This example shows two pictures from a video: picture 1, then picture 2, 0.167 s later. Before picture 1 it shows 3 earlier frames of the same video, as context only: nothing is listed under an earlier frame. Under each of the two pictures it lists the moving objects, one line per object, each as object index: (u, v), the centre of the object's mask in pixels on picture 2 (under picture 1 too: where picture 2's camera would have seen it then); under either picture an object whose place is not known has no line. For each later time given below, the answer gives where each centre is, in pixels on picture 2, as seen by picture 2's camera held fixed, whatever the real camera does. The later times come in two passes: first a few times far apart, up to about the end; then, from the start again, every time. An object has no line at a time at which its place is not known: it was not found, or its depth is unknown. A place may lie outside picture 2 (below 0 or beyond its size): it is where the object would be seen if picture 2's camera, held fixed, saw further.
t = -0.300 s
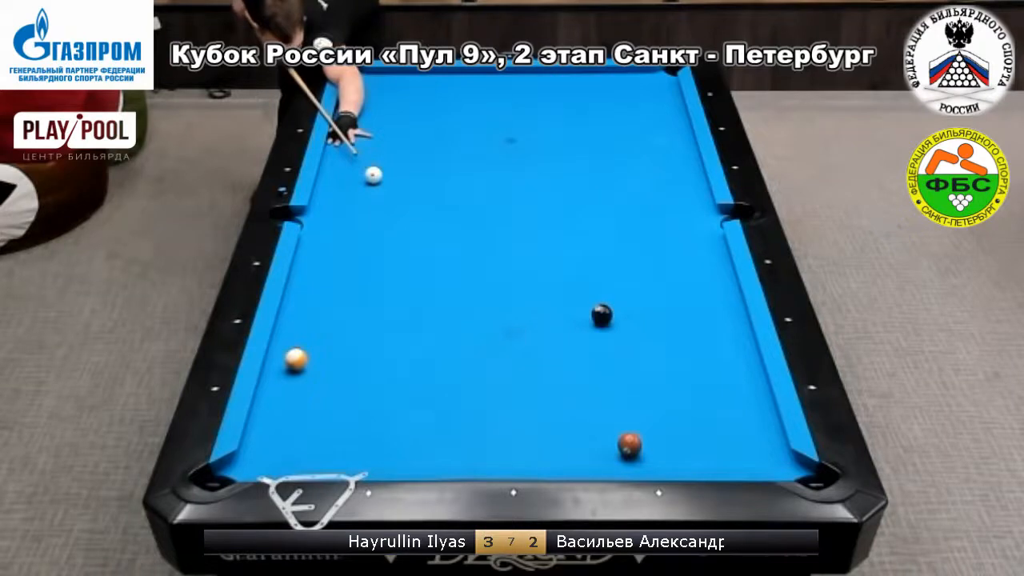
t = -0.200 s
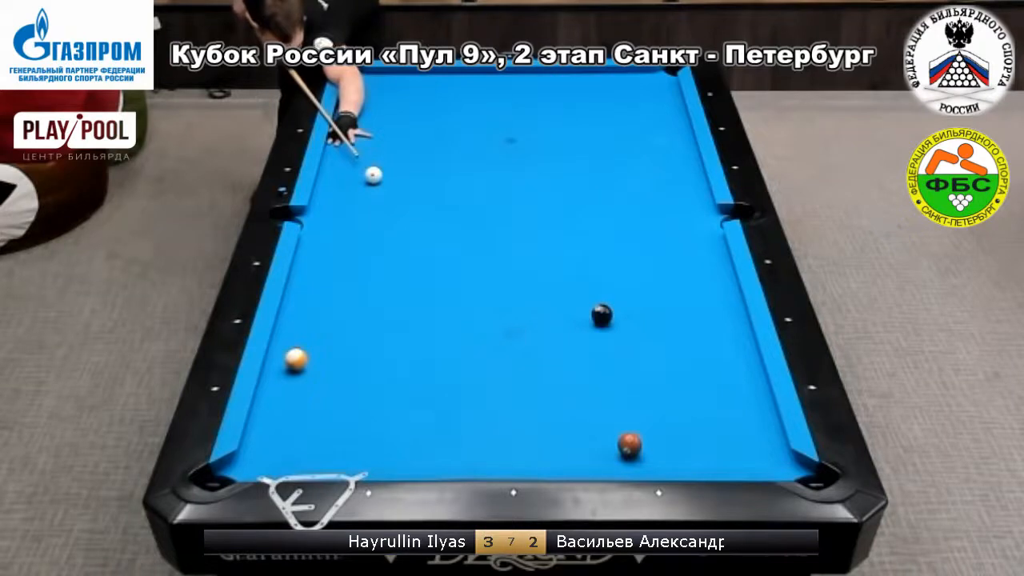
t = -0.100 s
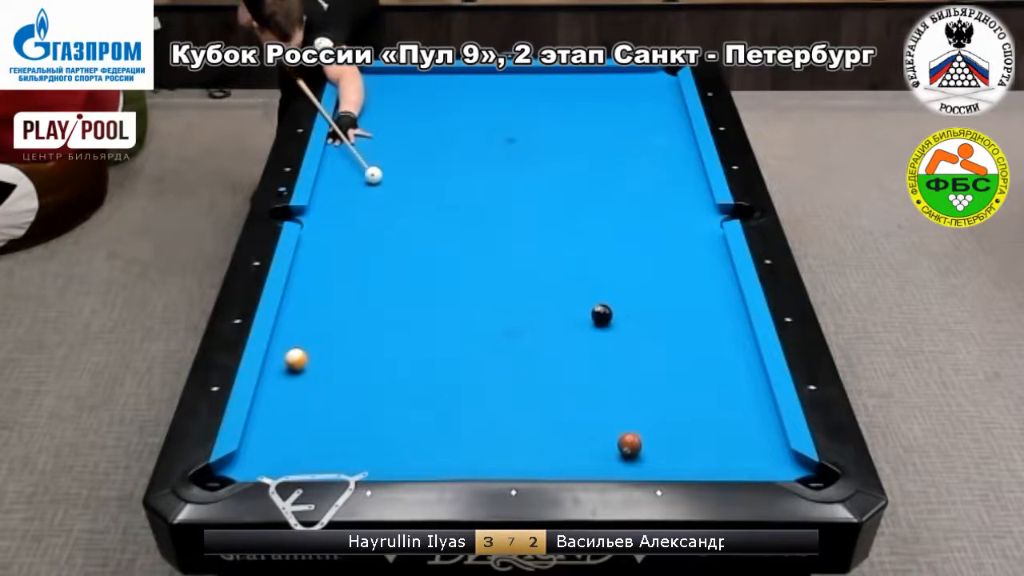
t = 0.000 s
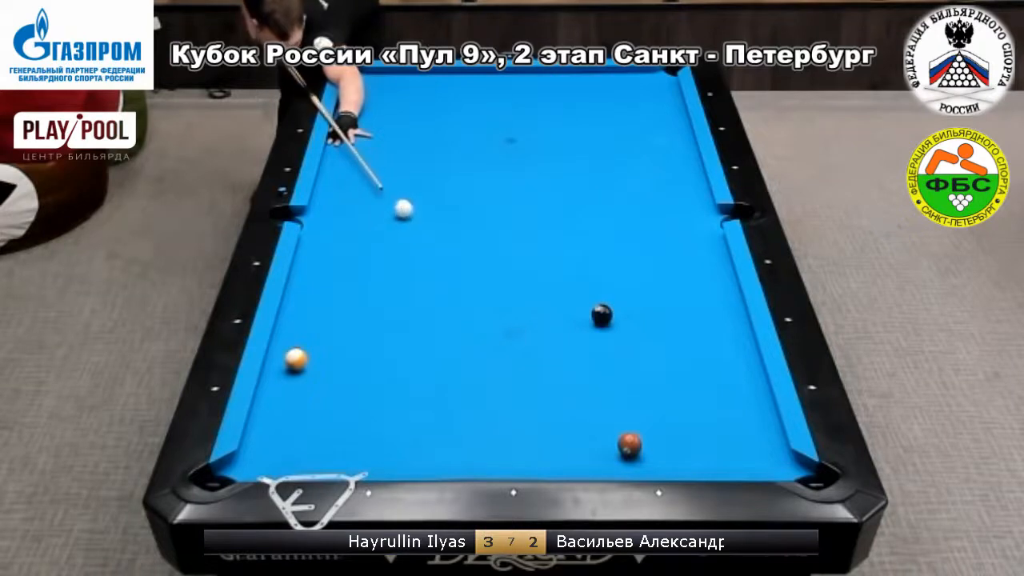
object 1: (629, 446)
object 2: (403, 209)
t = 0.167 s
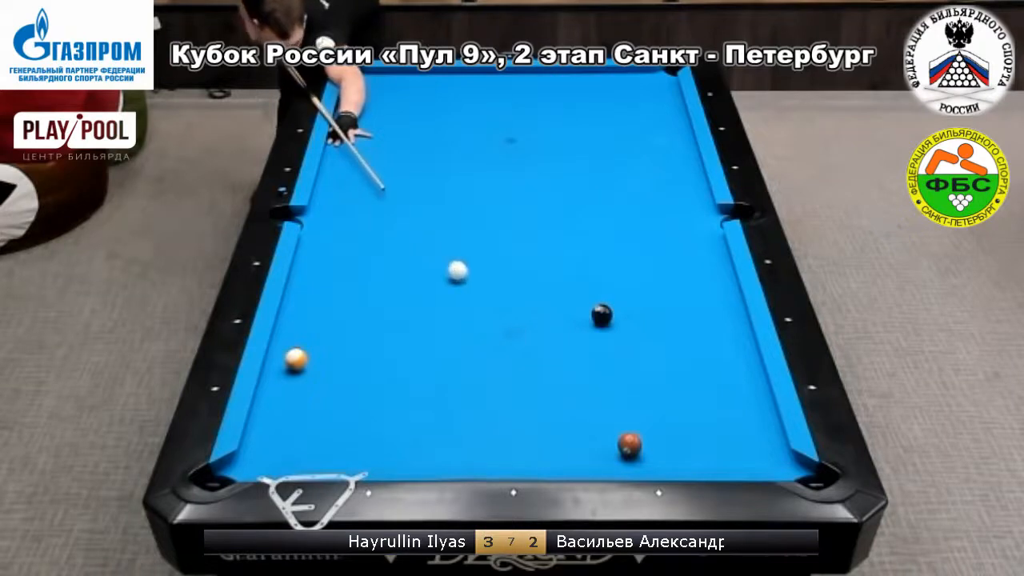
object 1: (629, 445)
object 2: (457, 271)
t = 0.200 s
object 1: (629, 445)
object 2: (468, 284)
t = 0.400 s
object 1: (629, 445)
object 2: (535, 362)
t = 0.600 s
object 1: (640, 446)
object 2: (604, 454)
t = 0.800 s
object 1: (710, 454)
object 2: (577, 410)
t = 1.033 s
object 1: (785, 462)
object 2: (558, 359)
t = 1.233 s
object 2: (543, 320)
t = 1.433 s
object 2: (530, 285)
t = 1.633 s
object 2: (518, 254)
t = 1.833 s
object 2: (507, 226)
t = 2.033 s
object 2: (498, 200)
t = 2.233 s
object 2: (489, 176)
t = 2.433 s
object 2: (480, 155)
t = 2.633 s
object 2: (473, 135)
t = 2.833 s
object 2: (466, 117)
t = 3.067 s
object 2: (459, 98)
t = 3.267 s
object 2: (452, 82)
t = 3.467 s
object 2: (447, 73)
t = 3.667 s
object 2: (442, 82)
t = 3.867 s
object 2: (437, 91)
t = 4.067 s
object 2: (432, 99)
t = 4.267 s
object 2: (427, 108)
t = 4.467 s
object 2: (423, 116)
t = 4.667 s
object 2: (418, 125)
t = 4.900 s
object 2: (412, 134)
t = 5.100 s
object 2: (407, 142)
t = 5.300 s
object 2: (403, 149)
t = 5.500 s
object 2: (399, 157)
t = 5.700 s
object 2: (395, 164)
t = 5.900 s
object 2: (391, 171)
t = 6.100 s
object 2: (388, 178)
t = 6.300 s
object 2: (384, 184)
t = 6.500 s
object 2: (382, 190)
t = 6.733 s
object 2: (378, 197)
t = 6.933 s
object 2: (375, 202)
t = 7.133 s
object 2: (373, 207)
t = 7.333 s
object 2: (370, 211)
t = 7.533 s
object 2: (369, 215)
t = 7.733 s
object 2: (367, 219)
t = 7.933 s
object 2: (365, 222)
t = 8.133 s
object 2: (365, 224)
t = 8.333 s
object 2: (363, 226)
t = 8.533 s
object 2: (362, 228)
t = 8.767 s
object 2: (361, 230)
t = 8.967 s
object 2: (361, 230)
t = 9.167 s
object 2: (361, 230)
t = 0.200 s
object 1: (629, 445)
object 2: (468, 284)
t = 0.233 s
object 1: (629, 446)
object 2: (479, 296)
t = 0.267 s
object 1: (629, 446)
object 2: (489, 309)
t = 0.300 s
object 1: (629, 446)
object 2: (500, 321)
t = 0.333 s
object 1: (629, 446)
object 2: (512, 334)
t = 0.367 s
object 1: (629, 446)
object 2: (523, 348)
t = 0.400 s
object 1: (629, 445)
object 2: (535, 362)
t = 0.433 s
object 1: (629, 445)
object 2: (548, 376)
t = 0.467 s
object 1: (629, 445)
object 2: (561, 391)
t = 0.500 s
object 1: (629, 445)
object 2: (573, 406)
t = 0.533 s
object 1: (629, 446)
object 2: (587, 422)
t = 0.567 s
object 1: (629, 445)
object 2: (601, 439)
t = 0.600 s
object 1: (640, 446)
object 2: (604, 454)
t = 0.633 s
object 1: (654, 448)
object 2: (602, 458)
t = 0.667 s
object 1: (667, 450)
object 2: (596, 451)
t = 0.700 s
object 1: (678, 451)
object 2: (590, 439)
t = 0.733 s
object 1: (688, 452)
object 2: (585, 429)
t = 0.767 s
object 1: (699, 453)
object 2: (581, 419)
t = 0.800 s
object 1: (710, 454)
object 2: (577, 410)
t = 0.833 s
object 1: (721, 455)
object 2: (575, 403)
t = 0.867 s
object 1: (731, 455)
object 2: (572, 395)
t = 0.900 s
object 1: (742, 456)
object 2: (569, 388)
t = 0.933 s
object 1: (752, 457)
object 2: (566, 380)
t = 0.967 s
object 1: (763, 458)
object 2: (563, 373)
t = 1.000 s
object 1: (774, 460)
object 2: (561, 366)
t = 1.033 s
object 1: (785, 462)
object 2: (558, 359)
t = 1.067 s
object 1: (795, 462)
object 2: (556, 352)
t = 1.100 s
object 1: (799, 465)
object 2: (553, 346)
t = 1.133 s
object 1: (803, 471)
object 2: (550, 339)
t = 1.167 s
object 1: (806, 479)
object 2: (548, 333)
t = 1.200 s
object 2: (546, 326)
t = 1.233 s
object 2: (543, 320)
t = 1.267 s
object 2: (541, 314)
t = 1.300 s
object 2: (539, 308)
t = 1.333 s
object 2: (537, 302)
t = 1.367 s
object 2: (535, 297)
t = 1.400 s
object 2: (532, 291)
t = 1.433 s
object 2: (530, 285)
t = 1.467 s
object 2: (528, 280)
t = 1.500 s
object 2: (526, 275)
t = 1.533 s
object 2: (524, 270)
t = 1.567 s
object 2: (522, 264)
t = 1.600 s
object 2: (520, 259)
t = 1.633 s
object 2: (518, 254)
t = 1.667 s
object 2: (516, 249)
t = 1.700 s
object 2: (514, 244)
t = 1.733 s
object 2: (513, 240)
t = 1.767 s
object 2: (511, 235)
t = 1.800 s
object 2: (509, 230)
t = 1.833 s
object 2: (507, 226)
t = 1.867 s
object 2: (506, 221)
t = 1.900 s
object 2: (504, 217)
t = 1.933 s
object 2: (502, 213)
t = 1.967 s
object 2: (501, 208)
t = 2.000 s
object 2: (499, 204)
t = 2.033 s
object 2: (498, 200)
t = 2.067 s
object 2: (496, 196)
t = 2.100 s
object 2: (494, 192)
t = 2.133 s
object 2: (493, 188)
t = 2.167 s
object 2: (491, 184)
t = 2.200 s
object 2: (490, 180)
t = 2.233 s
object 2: (489, 176)
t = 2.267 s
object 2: (487, 173)
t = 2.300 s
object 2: (485, 169)
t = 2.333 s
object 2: (485, 165)
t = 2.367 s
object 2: (483, 162)
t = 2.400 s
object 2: (482, 158)
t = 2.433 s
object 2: (480, 155)
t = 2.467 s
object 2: (479, 152)
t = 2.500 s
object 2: (478, 148)
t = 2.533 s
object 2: (476, 145)
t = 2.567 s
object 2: (475, 142)
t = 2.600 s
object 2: (474, 138)
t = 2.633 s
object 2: (473, 135)
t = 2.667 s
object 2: (471, 132)
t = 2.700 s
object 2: (470, 129)
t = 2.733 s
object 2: (469, 126)
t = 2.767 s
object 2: (468, 123)
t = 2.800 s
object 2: (467, 120)
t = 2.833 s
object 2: (466, 117)
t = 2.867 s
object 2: (465, 114)
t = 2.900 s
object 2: (464, 111)
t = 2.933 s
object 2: (463, 109)
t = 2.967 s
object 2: (462, 105)
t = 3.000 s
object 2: (461, 103)
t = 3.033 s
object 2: (459, 100)
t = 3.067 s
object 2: (459, 98)
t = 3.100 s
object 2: (457, 95)
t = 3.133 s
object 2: (457, 92)
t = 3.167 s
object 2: (455, 90)
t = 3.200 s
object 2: (455, 87)
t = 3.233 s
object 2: (453, 85)
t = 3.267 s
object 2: (452, 82)
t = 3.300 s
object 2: (452, 79)
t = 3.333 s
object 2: (450, 77)
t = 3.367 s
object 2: (450, 75)
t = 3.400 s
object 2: (449, 72)
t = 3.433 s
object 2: (448, 72)
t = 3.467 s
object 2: (447, 73)
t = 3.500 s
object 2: (446, 74)
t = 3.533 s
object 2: (446, 76)
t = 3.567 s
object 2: (445, 77)
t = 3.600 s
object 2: (444, 79)
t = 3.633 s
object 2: (443, 80)
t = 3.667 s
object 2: (442, 82)
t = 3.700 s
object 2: (442, 83)
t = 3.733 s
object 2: (441, 85)
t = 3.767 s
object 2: (440, 86)
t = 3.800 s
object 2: (439, 88)
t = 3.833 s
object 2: (438, 89)
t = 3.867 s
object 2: (437, 91)
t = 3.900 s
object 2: (437, 92)
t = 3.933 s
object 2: (436, 93)
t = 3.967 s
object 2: (435, 95)
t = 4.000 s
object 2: (434, 97)
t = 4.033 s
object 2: (433, 98)
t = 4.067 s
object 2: (432, 99)
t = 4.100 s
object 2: (432, 101)
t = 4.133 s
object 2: (431, 102)
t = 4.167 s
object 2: (430, 104)
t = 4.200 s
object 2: (429, 105)
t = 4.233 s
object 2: (429, 106)
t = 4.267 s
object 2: (427, 108)
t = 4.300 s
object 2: (427, 109)
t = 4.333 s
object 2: (426, 111)
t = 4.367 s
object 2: (425, 112)
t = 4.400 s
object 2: (424, 113)
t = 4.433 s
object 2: (423, 115)
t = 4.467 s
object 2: (423, 116)
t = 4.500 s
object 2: (422, 118)
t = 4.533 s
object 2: (421, 119)
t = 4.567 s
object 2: (420, 120)
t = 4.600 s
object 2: (419, 122)
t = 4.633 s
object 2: (419, 123)
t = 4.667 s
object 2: (418, 125)
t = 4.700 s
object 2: (417, 126)
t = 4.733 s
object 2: (416, 127)
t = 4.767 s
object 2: (416, 129)
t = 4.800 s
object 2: (415, 130)
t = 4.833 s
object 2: (414, 131)
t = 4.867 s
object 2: (413, 133)
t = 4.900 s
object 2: (412, 134)
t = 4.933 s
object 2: (412, 135)
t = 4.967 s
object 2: (411, 137)
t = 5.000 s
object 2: (410, 138)
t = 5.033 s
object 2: (410, 139)
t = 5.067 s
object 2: (408, 141)
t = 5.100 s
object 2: (407, 142)
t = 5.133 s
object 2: (407, 143)
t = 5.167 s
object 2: (406, 144)
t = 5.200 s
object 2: (406, 146)
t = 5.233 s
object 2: (405, 147)
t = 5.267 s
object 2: (404, 148)
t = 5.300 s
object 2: (403, 149)
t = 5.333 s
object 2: (403, 151)
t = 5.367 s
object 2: (402, 152)
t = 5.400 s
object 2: (401, 153)
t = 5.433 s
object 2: (400, 155)
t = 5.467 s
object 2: (400, 156)
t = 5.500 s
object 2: (399, 157)
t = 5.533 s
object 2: (399, 158)
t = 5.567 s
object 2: (398, 159)
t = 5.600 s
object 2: (397, 160)
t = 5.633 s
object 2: (396, 162)
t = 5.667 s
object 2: (396, 163)
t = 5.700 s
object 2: (395, 164)
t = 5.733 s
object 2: (394, 165)
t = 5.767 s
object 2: (394, 166)
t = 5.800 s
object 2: (393, 168)
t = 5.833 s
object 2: (393, 169)
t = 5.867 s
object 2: (392, 170)
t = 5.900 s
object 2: (391, 171)
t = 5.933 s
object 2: (391, 172)
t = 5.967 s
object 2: (390, 173)
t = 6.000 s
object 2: (389, 174)
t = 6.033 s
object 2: (389, 175)
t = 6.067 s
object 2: (388, 176)
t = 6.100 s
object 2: (388, 178)
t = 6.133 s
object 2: (387, 179)
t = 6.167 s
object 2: (387, 180)
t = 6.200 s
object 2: (386, 181)
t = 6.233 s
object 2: (386, 182)
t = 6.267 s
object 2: (385, 183)
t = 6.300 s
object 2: (384, 184)
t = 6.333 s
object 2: (384, 185)
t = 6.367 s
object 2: (383, 186)
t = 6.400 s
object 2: (383, 187)
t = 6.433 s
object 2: (382, 188)
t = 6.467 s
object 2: (382, 189)
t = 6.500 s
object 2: (382, 190)
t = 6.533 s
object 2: (381, 191)
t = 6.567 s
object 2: (380, 192)
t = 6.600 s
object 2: (380, 193)
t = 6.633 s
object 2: (379, 194)
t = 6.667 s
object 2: (379, 195)
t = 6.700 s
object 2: (378, 196)
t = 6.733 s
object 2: (378, 197)
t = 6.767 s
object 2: (377, 198)
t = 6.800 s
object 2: (377, 198)
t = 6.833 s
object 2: (376, 199)
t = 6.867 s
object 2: (376, 200)
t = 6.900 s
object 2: (376, 201)
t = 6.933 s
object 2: (375, 202)
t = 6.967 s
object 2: (375, 203)
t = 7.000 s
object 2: (374, 203)
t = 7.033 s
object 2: (374, 204)
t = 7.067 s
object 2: (373, 205)
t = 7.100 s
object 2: (373, 206)
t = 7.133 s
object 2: (373, 207)
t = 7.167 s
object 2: (372, 208)
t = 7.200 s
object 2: (372, 208)
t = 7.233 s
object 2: (371, 209)
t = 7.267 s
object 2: (371, 209)
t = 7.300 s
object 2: (370, 210)
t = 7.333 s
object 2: (370, 211)
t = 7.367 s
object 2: (370, 212)
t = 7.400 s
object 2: (370, 212)
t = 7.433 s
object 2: (369, 213)
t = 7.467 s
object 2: (369, 214)
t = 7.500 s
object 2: (369, 215)
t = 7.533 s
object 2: (369, 215)
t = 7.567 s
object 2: (368, 216)
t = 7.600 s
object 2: (368, 216)
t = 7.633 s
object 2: (368, 217)
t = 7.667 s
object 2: (368, 217)
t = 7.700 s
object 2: (367, 218)
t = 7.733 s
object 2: (367, 219)
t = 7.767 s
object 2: (367, 219)
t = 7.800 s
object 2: (366, 220)
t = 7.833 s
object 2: (366, 220)
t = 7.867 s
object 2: (366, 221)
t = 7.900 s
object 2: (366, 221)
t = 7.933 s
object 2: (365, 222)
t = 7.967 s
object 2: (365, 222)
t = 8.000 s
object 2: (365, 223)
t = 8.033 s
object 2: (365, 223)
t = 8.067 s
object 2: (365, 223)
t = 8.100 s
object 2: (365, 224)
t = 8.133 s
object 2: (365, 224)
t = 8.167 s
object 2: (364, 224)
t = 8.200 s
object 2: (364, 225)
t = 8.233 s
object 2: (364, 225)
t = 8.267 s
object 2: (364, 226)
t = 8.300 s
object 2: (363, 226)
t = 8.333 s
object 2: (363, 226)
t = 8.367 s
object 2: (363, 227)
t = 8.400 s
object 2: (363, 227)
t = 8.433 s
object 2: (362, 227)
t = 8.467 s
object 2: (362, 228)
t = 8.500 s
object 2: (362, 228)
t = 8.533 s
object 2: (362, 228)
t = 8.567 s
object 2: (362, 228)
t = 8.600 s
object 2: (362, 229)
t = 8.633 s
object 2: (361, 229)
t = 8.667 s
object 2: (361, 229)
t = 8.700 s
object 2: (361, 229)
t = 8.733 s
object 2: (361, 229)
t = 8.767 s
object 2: (361, 230)
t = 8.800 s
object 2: (361, 230)
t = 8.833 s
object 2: (361, 230)
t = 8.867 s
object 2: (361, 230)
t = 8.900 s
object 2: (361, 230)
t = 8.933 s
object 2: (361, 230)
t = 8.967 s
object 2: (361, 230)
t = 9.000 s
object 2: (361, 230)
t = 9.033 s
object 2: (361, 230)
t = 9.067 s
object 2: (361, 230)
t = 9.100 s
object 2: (361, 230)
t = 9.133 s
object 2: (361, 230)
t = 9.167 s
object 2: (361, 230)
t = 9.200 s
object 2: (361, 230)
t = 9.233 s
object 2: (361, 230)
